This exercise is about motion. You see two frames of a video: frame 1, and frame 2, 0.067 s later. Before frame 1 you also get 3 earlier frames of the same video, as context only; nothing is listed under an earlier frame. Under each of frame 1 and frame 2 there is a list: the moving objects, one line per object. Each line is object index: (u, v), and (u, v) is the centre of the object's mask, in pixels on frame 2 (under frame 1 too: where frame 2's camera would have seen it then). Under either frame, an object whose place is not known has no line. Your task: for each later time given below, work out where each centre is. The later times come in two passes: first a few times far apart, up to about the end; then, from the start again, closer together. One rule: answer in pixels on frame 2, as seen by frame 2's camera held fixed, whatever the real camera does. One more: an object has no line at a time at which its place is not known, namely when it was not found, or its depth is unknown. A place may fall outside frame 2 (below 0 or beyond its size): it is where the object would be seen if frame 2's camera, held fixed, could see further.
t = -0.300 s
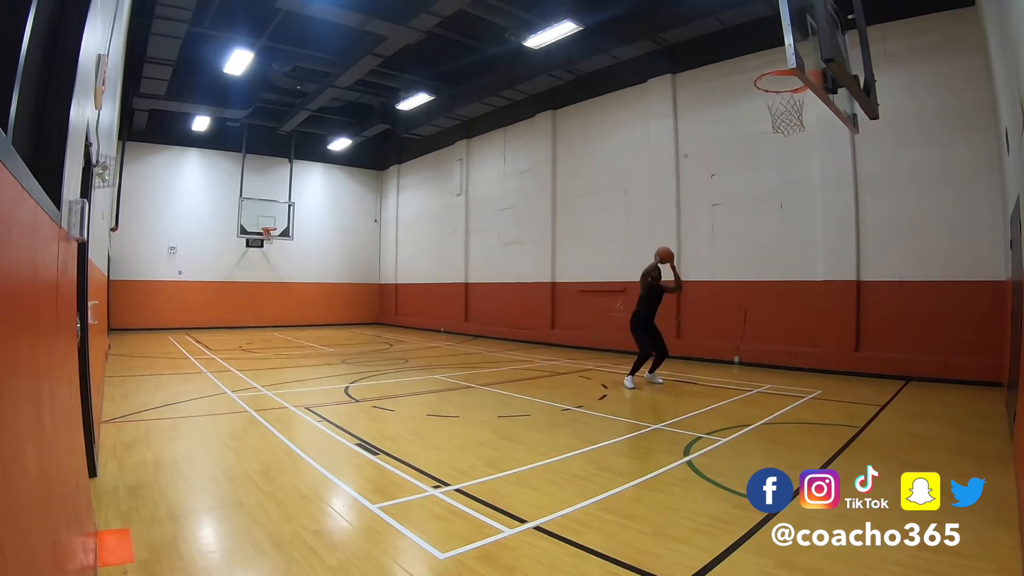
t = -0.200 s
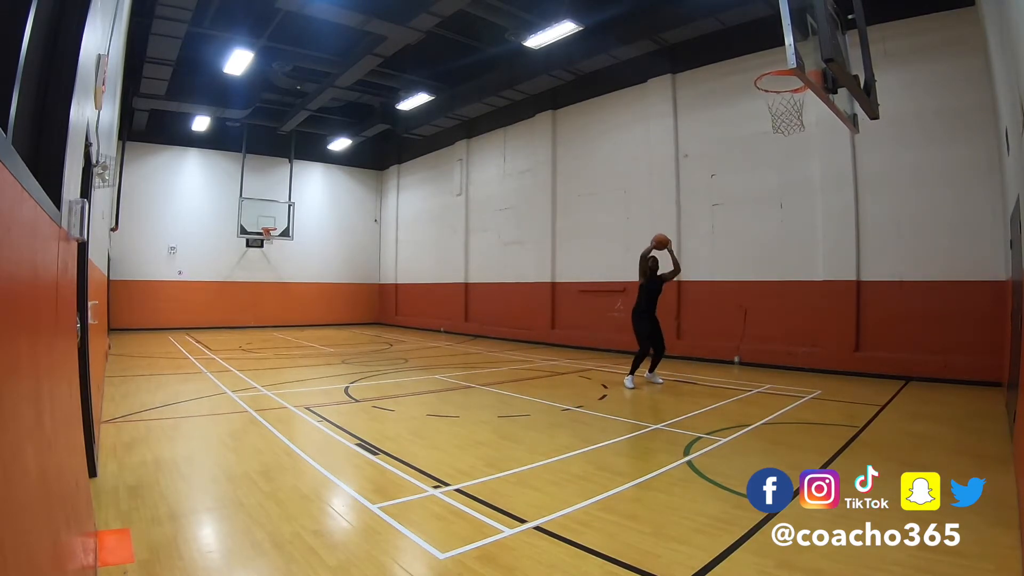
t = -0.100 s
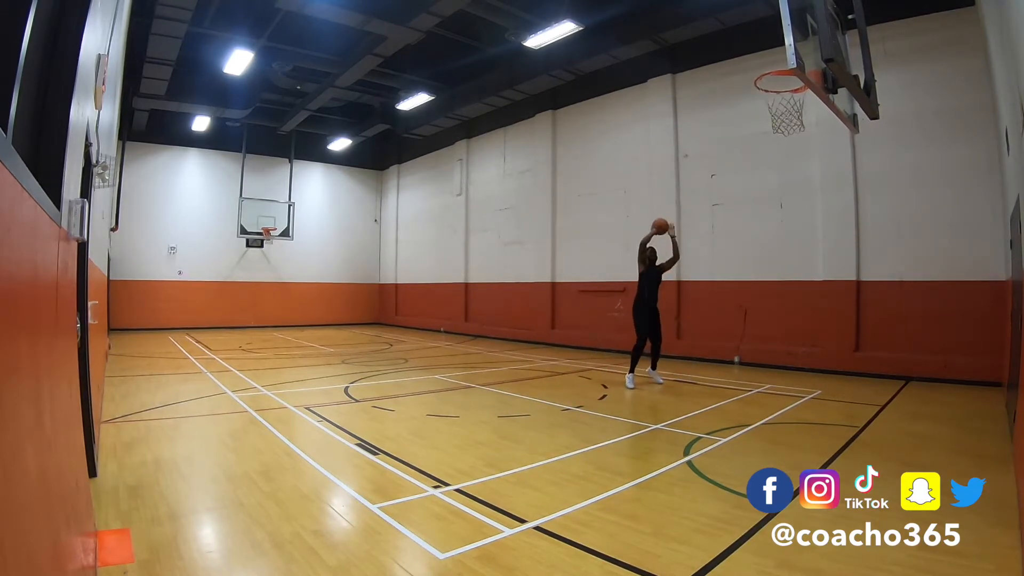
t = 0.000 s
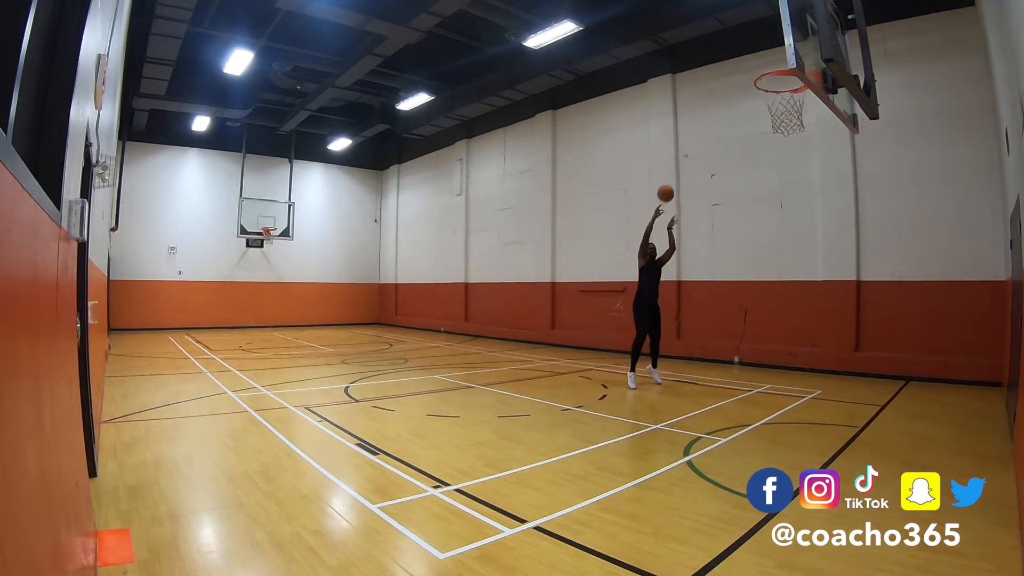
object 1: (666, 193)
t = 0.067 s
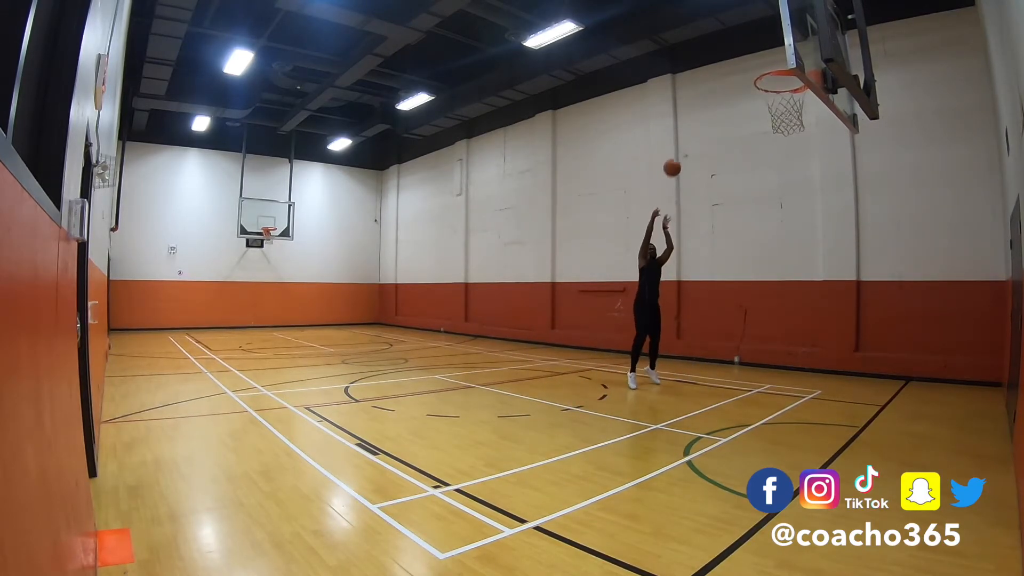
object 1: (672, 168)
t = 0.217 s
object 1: (687, 119)
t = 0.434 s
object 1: (713, 70)
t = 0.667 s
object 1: (748, 53)
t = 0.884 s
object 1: (789, 82)
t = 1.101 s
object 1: (750, 51)
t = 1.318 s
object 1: (695, 68)
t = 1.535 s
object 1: (642, 139)
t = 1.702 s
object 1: (600, 234)
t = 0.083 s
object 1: (674, 162)
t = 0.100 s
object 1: (675, 156)
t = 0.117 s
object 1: (677, 150)
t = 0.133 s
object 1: (679, 145)
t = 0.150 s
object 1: (680, 139)
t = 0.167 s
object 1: (682, 134)
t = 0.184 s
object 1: (684, 129)
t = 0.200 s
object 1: (685, 123)
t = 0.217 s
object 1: (687, 119)
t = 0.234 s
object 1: (689, 114)
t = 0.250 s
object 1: (691, 110)
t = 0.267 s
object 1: (693, 105)
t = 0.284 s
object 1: (695, 101)
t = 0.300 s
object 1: (697, 97)
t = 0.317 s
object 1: (699, 93)
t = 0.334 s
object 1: (701, 89)
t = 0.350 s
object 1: (703, 86)
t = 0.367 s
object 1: (705, 82)
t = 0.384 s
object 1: (707, 79)
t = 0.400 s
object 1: (709, 76)
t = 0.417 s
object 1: (711, 73)
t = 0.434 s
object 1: (713, 70)
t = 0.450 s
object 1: (715, 67)
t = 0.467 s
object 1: (717, 65)
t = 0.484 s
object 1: (720, 63)
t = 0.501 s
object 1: (722, 61)
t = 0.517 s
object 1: (724, 59)
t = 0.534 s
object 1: (726, 58)
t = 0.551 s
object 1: (729, 56)
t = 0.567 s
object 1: (731, 55)
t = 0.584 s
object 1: (734, 54)
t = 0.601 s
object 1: (737, 54)
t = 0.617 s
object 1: (739, 53)
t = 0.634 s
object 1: (743, 53)
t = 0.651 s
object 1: (745, 53)
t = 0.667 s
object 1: (748, 53)
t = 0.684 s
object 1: (752, 54)
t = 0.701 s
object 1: (755, 54)
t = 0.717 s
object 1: (758, 55)
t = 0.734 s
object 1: (762, 57)
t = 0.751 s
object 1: (765, 59)
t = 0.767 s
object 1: (769, 60)
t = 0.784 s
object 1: (772, 61)
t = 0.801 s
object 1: (775, 62)
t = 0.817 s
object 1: (778, 67)
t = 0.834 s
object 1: (782, 76)
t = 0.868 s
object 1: (789, 84)
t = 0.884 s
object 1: (789, 82)
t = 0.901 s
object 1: (788, 78)
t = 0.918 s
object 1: (790, 80)
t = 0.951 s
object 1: (782, 63)
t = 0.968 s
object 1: (780, 61)
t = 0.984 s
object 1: (778, 59)
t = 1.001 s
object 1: (775, 58)
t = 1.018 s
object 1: (772, 57)
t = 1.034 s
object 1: (767, 55)
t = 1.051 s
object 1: (763, 54)
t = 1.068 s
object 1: (758, 52)
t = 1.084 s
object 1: (754, 51)
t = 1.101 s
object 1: (750, 51)
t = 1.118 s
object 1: (745, 50)
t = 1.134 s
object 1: (741, 50)
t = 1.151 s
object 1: (737, 50)
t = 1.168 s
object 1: (732, 51)
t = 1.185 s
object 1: (728, 51)
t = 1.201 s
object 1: (724, 52)
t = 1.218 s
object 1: (720, 54)
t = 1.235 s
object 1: (716, 55)
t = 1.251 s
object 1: (712, 57)
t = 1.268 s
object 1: (708, 60)
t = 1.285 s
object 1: (703, 62)
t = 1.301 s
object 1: (699, 65)
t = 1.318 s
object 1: (695, 68)
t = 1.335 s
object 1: (691, 72)
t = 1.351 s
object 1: (687, 76)
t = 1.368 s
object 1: (683, 80)
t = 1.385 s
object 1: (679, 85)
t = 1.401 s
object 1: (675, 90)
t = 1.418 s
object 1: (671, 95)
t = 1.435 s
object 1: (667, 100)
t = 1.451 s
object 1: (663, 106)
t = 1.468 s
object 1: (658, 112)
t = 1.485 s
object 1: (654, 118)
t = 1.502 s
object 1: (650, 125)
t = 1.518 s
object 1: (646, 132)
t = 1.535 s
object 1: (642, 139)
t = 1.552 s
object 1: (638, 147)
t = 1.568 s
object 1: (634, 155)
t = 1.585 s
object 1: (630, 164)
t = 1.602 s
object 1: (625, 173)
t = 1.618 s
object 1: (621, 182)
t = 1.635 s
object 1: (617, 192)
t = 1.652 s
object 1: (613, 202)
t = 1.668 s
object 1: (609, 213)
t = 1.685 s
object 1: (605, 223)
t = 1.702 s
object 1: (600, 234)
